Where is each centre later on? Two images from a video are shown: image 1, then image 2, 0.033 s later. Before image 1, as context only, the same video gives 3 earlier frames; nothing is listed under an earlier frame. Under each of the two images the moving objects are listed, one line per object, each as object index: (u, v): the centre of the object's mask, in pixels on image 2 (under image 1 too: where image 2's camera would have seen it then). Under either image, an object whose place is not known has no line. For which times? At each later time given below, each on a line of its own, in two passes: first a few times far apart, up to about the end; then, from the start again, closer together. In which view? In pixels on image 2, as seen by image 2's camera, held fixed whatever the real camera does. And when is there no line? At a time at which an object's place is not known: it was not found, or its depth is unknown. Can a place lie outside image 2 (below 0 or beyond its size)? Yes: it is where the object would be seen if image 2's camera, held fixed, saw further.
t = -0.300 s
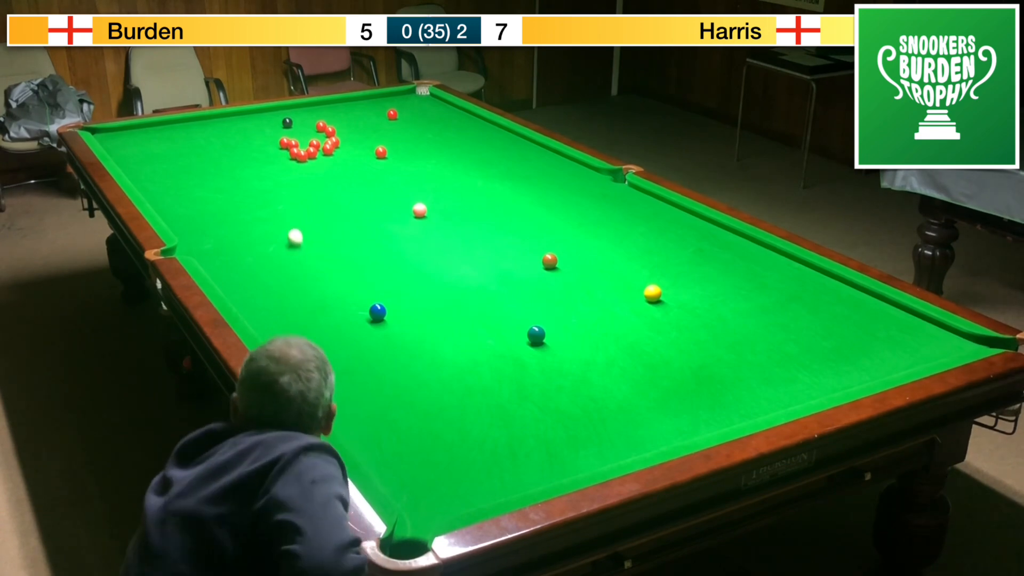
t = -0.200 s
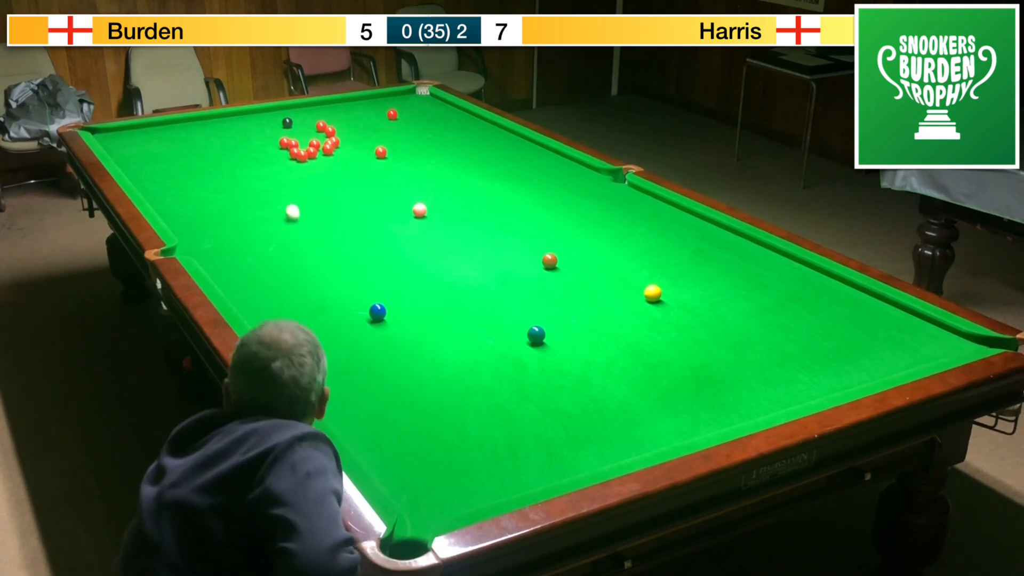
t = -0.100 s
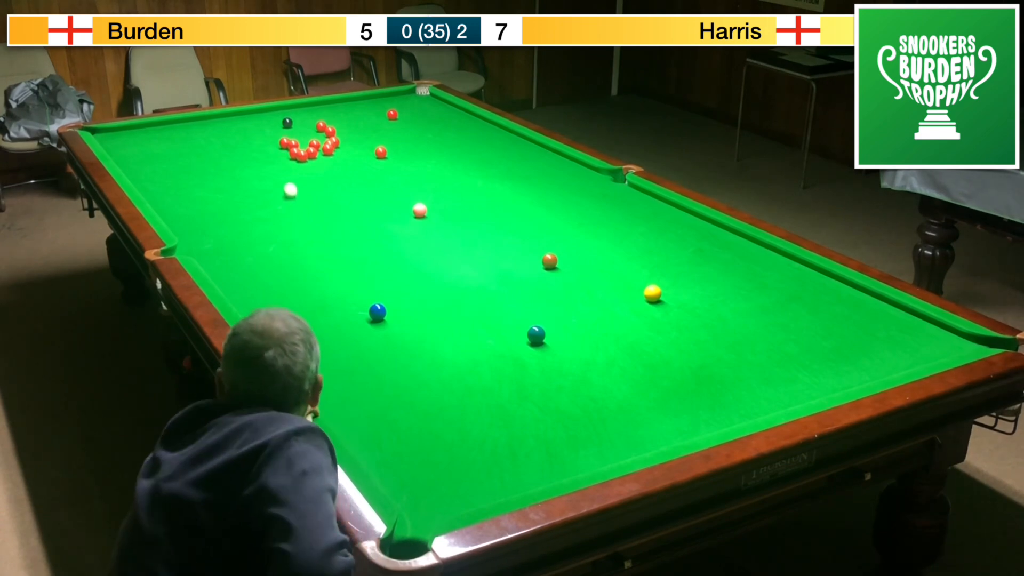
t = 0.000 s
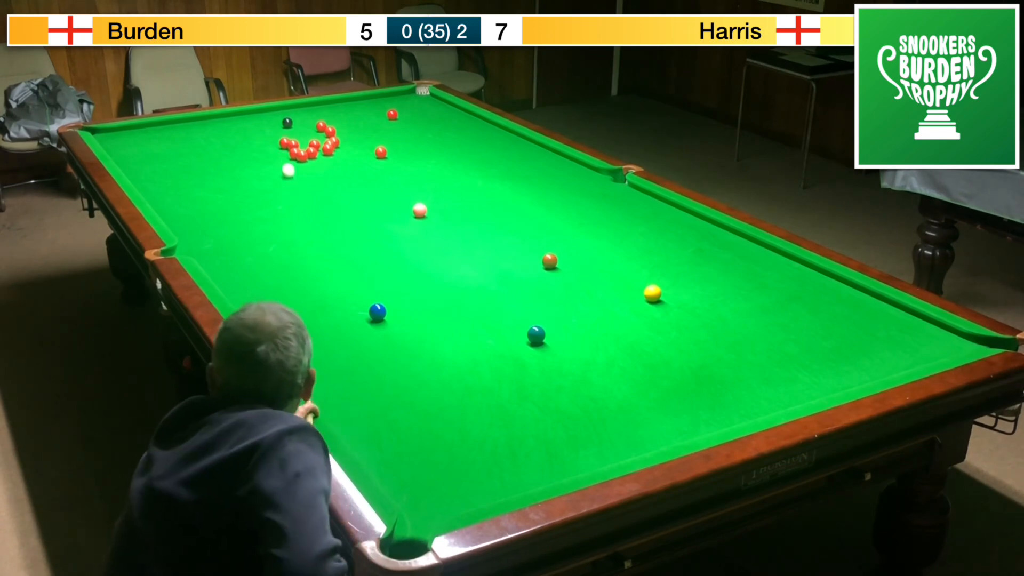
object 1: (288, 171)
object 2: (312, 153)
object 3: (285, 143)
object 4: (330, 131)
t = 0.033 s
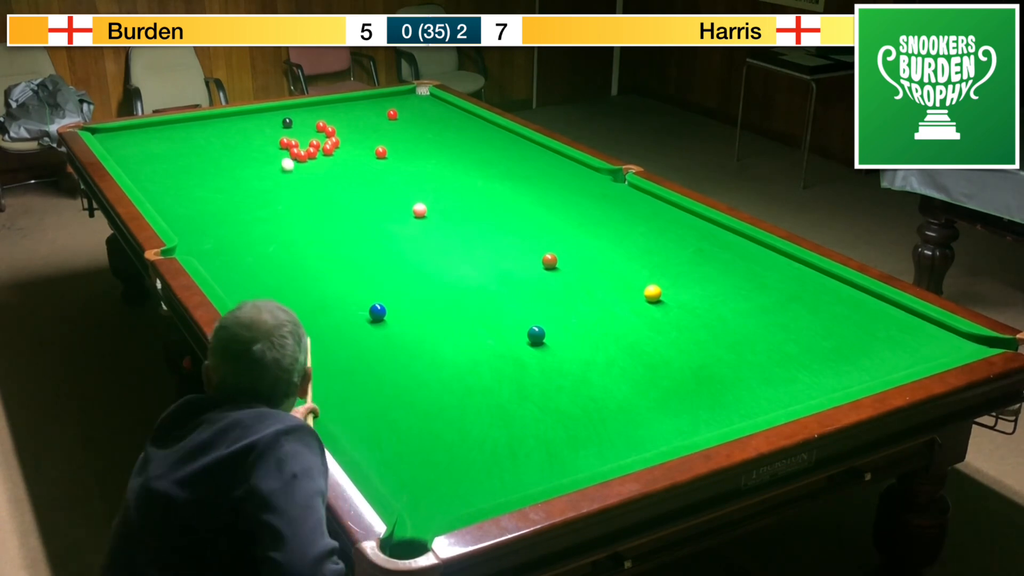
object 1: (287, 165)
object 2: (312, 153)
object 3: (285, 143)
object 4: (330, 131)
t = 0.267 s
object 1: (241, 141)
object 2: (325, 154)
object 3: (284, 142)
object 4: (330, 131)
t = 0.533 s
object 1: (192, 119)
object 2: (345, 155)
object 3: (277, 141)
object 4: (336, 128)
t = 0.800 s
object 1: (188, 141)
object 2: (363, 155)
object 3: (271, 140)
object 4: (344, 124)
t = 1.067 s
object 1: (181, 163)
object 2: (379, 157)
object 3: (266, 139)
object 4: (350, 120)
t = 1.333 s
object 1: (173, 187)
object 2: (394, 157)
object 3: (263, 138)
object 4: (356, 116)
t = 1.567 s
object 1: (165, 211)
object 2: (405, 158)
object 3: (262, 138)
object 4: (361, 113)
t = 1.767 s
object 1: (186, 227)
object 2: (413, 158)
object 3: (261, 138)
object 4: (364, 111)
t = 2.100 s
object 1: (230, 253)
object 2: (425, 159)
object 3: (261, 138)
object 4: (369, 108)
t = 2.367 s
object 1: (268, 274)
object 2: (433, 159)
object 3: (261, 138)
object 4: (373, 107)
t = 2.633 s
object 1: (307, 298)
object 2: (438, 159)
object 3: (261, 138)
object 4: (375, 105)
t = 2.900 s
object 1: (348, 322)
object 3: (261, 138)
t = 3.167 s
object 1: (392, 349)
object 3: (261, 138)
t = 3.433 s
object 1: (437, 377)
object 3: (261, 138)
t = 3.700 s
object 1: (486, 407)
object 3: (261, 138)
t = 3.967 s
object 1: (536, 439)
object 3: (261, 138)
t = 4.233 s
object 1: (583, 464)
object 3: (261, 138)
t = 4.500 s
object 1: (564, 442)
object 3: (261, 138)
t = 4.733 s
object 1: (550, 422)
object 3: (261, 138)
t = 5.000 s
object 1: (536, 403)
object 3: (261, 138)
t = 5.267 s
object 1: (524, 386)
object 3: (261, 138)
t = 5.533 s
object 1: (513, 373)
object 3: (261, 138)
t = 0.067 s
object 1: (286, 159)
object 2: (312, 153)
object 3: (284, 143)
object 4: (330, 131)
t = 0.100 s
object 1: (282, 155)
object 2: (312, 153)
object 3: (285, 143)
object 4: (330, 131)
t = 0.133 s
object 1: (272, 152)
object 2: (314, 152)
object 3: (285, 142)
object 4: (330, 131)
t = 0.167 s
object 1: (264, 149)
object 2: (317, 153)
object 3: (284, 142)
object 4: (330, 131)
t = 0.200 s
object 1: (255, 146)
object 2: (320, 153)
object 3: (284, 142)
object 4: (330, 131)
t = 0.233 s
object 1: (248, 144)
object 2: (322, 153)
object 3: (284, 142)
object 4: (330, 131)
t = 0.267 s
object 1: (241, 141)
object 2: (325, 154)
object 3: (284, 142)
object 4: (330, 131)
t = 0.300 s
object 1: (234, 138)
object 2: (328, 154)
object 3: (283, 142)
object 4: (331, 131)
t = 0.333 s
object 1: (228, 135)
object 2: (331, 154)
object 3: (282, 142)
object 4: (331, 131)
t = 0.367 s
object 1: (221, 132)
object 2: (333, 154)
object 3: (281, 142)
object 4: (332, 131)
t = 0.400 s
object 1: (215, 129)
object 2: (336, 154)
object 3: (280, 141)
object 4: (332, 131)
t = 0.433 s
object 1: (209, 126)
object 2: (338, 154)
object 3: (279, 141)
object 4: (333, 130)
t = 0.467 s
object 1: (203, 123)
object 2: (340, 154)
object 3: (278, 141)
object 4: (334, 130)
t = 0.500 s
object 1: (197, 121)
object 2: (343, 155)
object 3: (278, 141)
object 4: (335, 129)
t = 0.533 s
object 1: (192, 119)
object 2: (345, 155)
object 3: (277, 141)
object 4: (336, 128)
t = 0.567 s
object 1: (192, 121)
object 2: (347, 155)
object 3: (276, 141)
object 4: (337, 128)
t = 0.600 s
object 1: (191, 125)
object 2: (350, 155)
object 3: (275, 141)
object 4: (338, 127)
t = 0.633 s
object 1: (191, 127)
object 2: (352, 155)
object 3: (274, 140)
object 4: (339, 127)
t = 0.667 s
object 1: (190, 130)
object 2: (354, 155)
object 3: (273, 140)
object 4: (340, 126)
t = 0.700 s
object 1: (190, 133)
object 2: (357, 155)
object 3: (273, 140)
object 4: (341, 125)
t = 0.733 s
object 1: (189, 135)
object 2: (359, 155)
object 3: (272, 140)
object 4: (342, 125)
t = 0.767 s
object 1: (188, 138)
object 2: (361, 155)
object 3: (271, 140)
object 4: (343, 124)
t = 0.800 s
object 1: (188, 141)
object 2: (363, 155)
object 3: (271, 140)
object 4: (344, 124)
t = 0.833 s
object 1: (187, 143)
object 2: (365, 156)
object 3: (270, 139)
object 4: (345, 123)
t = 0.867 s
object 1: (186, 146)
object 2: (367, 156)
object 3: (270, 139)
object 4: (346, 122)
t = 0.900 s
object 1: (185, 149)
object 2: (369, 156)
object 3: (269, 139)
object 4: (346, 122)
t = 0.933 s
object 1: (184, 151)
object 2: (371, 156)
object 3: (268, 139)
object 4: (347, 121)
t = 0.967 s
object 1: (184, 154)
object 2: (373, 156)
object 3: (268, 139)
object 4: (348, 121)
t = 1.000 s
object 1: (183, 157)
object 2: (375, 156)
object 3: (267, 139)
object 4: (349, 120)
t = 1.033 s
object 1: (182, 160)
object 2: (377, 156)
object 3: (267, 139)
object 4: (350, 120)
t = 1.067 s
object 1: (181, 163)
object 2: (379, 157)
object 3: (266, 139)
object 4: (350, 120)
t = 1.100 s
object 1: (180, 166)
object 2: (381, 157)
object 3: (266, 139)
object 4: (351, 119)
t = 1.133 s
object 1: (179, 169)
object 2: (383, 157)
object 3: (265, 138)
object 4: (352, 119)
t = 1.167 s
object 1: (178, 172)
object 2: (385, 157)
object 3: (265, 138)
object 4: (353, 118)
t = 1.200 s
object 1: (177, 175)
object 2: (387, 157)
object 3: (265, 138)
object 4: (354, 118)
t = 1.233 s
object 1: (176, 178)
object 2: (389, 157)
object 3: (264, 138)
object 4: (354, 117)
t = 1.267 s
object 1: (175, 181)
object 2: (390, 157)
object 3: (264, 138)
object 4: (355, 117)
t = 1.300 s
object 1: (174, 184)
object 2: (392, 157)
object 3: (264, 138)
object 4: (356, 117)
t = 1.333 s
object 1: (173, 187)
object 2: (394, 157)
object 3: (263, 138)
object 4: (356, 116)
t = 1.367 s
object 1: (172, 191)
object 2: (395, 157)
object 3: (263, 138)
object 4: (357, 116)
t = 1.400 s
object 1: (171, 194)
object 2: (397, 157)
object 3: (262, 138)
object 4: (358, 115)
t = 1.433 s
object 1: (170, 197)
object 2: (399, 157)
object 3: (264, 138)
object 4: (358, 115)
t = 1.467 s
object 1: (169, 201)
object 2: (400, 158)
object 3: (261, 138)
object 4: (359, 115)
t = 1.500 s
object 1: (167, 204)
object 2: (402, 158)
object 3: (262, 138)
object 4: (360, 114)
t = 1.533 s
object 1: (166, 208)
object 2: (403, 158)
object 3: (262, 138)
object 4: (360, 114)
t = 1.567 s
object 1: (165, 211)
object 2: (405, 158)
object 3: (262, 138)
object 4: (361, 113)
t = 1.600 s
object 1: (165, 214)
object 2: (406, 158)
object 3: (261, 138)
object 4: (361, 113)
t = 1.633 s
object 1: (168, 217)
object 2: (408, 158)
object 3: (261, 138)
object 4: (362, 113)
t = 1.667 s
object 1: (173, 220)
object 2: (409, 158)
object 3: (261, 138)
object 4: (363, 112)
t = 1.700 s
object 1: (177, 222)
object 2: (411, 158)
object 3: (261, 138)
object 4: (363, 112)
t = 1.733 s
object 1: (181, 225)
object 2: (412, 158)
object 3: (261, 138)
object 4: (364, 112)
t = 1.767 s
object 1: (186, 227)
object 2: (413, 158)
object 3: (261, 138)
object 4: (364, 111)
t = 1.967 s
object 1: (212, 242)
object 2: (421, 158)
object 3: (261, 138)
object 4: (368, 110)
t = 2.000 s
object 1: (216, 245)
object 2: (422, 158)
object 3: (261, 138)
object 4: (368, 109)
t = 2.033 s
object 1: (221, 247)
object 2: (423, 158)
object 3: (261, 138)
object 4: (368, 109)
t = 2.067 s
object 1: (225, 250)
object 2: (424, 158)
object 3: (261, 138)
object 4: (369, 109)
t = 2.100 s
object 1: (230, 253)
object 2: (425, 159)
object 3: (261, 138)
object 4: (369, 108)
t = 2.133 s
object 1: (234, 255)
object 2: (426, 159)
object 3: (261, 138)
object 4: (370, 108)
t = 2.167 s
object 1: (239, 258)
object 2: (427, 159)
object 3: (261, 138)
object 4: (370, 108)
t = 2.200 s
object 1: (244, 260)
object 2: (428, 159)
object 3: (261, 138)
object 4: (371, 108)
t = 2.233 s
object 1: (248, 263)
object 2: (429, 159)
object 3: (261, 138)
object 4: (371, 108)
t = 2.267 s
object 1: (253, 266)
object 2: (430, 159)
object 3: (261, 138)
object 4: (372, 107)
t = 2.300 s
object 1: (258, 269)
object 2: (431, 159)
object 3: (261, 138)
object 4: (372, 107)
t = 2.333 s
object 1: (263, 272)
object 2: (432, 159)
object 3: (261, 138)
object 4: (372, 107)
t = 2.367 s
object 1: (268, 274)
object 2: (433, 159)
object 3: (261, 138)
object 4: (373, 107)
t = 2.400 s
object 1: (272, 277)
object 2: (433, 159)
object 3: (261, 138)
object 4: (373, 106)
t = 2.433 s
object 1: (277, 280)
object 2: (434, 159)
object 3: (261, 138)
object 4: (373, 106)
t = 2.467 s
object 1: (282, 283)
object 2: (435, 159)
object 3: (261, 138)
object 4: (374, 106)
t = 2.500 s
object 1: (287, 286)
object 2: (436, 159)
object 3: (261, 138)
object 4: (374, 106)
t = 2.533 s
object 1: (292, 288)
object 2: (436, 159)
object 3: (261, 138)
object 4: (374, 106)
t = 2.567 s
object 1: (297, 292)
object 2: (437, 159)
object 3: (261, 138)
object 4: (375, 105)
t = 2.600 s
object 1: (302, 295)
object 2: (437, 159)
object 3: (261, 138)
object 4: (375, 105)
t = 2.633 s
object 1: (307, 298)
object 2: (438, 159)
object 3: (261, 138)
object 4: (375, 105)
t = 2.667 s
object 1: (312, 300)
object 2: (439, 159)
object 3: (261, 138)
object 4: (375, 105)
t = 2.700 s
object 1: (317, 304)
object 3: (261, 138)
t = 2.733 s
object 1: (322, 307)
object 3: (261, 138)
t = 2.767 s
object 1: (327, 310)
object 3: (261, 138)
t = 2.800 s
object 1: (333, 313)
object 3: (261, 138)
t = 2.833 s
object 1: (338, 316)
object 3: (261, 138)
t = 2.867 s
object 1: (343, 319)
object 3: (261, 138)
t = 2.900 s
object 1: (348, 322)
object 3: (261, 138)
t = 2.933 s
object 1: (351, 325)
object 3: (261, 138)
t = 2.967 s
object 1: (355, 328)
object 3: (261, 138)
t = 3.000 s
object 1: (358, 329)
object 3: (261, 138)
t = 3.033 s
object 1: (375, 336)
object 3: (261, 138)
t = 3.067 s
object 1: (378, 339)
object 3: (261, 138)
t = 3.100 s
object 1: (382, 342)
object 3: (261, 138)
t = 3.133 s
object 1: (386, 345)
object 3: (261, 138)
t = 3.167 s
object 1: (392, 349)
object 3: (261, 138)
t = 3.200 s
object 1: (397, 352)
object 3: (261, 138)
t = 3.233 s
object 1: (403, 356)
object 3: (261, 138)
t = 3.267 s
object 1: (409, 359)
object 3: (261, 138)
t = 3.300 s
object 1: (414, 363)
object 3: (261, 138)
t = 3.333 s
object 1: (420, 366)
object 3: (261, 138)
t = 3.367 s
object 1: (426, 370)
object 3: (261, 138)
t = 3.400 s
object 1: (432, 374)
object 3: (261, 138)
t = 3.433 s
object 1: (437, 377)
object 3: (261, 138)
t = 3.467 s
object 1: (443, 381)
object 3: (261, 138)
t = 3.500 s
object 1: (449, 384)
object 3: (261, 138)
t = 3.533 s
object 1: (455, 388)
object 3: (261, 138)
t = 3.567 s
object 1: (461, 392)
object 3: (261, 138)
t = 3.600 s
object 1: (467, 396)
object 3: (261, 138)
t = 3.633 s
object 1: (473, 400)
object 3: (261, 138)
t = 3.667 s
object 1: (480, 403)
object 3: (261, 138)
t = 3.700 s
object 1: (486, 407)
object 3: (261, 138)
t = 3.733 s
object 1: (492, 411)
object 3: (261, 138)
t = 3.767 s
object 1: (498, 415)
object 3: (261, 138)
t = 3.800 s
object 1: (505, 419)
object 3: (261, 138)
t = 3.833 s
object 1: (511, 423)
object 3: (261, 138)
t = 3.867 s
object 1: (517, 427)
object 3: (261, 138)
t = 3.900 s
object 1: (523, 431)
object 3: (261, 138)
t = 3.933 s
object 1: (530, 435)
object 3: (261, 138)
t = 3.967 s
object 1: (536, 439)
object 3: (261, 138)
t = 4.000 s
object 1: (543, 444)
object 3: (261, 138)
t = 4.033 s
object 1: (550, 448)
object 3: (261, 138)
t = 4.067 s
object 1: (556, 452)
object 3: (261, 138)
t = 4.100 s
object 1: (563, 456)
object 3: (261, 138)
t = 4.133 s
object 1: (570, 461)
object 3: (261, 138)
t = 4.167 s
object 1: (576, 464)
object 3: (261, 138)
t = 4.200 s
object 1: (583, 465)
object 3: (261, 138)
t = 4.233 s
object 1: (583, 464)
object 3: (261, 138)
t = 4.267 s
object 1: (580, 463)
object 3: (261, 138)
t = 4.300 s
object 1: (578, 460)
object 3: (261, 138)
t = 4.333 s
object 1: (575, 458)
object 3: (261, 138)
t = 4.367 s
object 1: (573, 454)
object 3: (261, 138)
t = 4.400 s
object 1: (571, 451)
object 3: (261, 138)
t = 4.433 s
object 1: (569, 448)
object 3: (261, 138)
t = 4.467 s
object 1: (566, 445)
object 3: (261, 138)
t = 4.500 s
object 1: (564, 442)
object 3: (261, 138)
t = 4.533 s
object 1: (562, 439)
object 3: (261, 138)
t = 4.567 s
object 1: (560, 436)
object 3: (261, 138)
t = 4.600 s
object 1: (558, 433)
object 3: (261, 138)
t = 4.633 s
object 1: (556, 430)
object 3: (261, 138)
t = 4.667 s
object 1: (554, 427)
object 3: (261, 138)
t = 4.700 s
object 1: (552, 425)
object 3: (261, 138)
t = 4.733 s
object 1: (550, 422)
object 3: (261, 138)
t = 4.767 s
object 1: (548, 420)
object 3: (261, 138)
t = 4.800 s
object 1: (546, 417)
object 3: (261, 138)
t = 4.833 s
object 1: (544, 414)
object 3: (261, 138)
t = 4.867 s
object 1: (542, 412)
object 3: (261, 138)
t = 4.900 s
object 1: (541, 410)
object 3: (261, 138)
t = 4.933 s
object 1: (539, 407)
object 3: (261, 138)
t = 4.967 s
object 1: (538, 405)
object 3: (261, 138)
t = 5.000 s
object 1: (536, 403)
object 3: (261, 138)
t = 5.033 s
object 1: (534, 401)
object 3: (261, 138)
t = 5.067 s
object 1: (532, 399)
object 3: (261, 138)
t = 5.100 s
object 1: (531, 396)
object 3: (261, 138)
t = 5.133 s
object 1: (529, 395)
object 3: (261, 138)
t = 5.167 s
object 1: (528, 392)
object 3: (261, 138)
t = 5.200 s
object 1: (526, 390)
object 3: (261, 138)
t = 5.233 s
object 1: (525, 388)
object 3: (261, 138)
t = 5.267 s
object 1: (524, 386)
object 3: (261, 138)
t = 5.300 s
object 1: (522, 385)
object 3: (261, 138)
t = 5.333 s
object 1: (521, 383)
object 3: (261, 138)
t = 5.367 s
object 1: (519, 381)
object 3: (261, 138)
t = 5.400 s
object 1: (518, 379)
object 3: (261, 138)
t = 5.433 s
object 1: (517, 378)
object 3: (261, 138)
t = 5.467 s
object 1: (515, 376)
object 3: (261, 138)
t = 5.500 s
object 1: (514, 374)
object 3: (261, 138)
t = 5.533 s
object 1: (513, 373)
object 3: (261, 138)
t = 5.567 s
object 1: (512, 371)
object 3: (261, 138)
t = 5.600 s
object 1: (511, 370)
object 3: (261, 138)
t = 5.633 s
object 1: (509, 368)
